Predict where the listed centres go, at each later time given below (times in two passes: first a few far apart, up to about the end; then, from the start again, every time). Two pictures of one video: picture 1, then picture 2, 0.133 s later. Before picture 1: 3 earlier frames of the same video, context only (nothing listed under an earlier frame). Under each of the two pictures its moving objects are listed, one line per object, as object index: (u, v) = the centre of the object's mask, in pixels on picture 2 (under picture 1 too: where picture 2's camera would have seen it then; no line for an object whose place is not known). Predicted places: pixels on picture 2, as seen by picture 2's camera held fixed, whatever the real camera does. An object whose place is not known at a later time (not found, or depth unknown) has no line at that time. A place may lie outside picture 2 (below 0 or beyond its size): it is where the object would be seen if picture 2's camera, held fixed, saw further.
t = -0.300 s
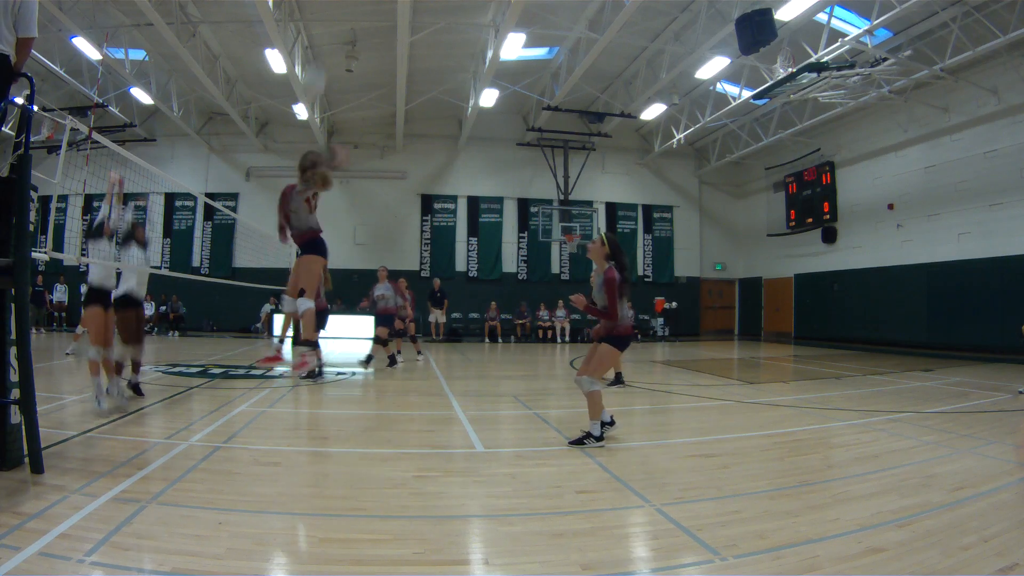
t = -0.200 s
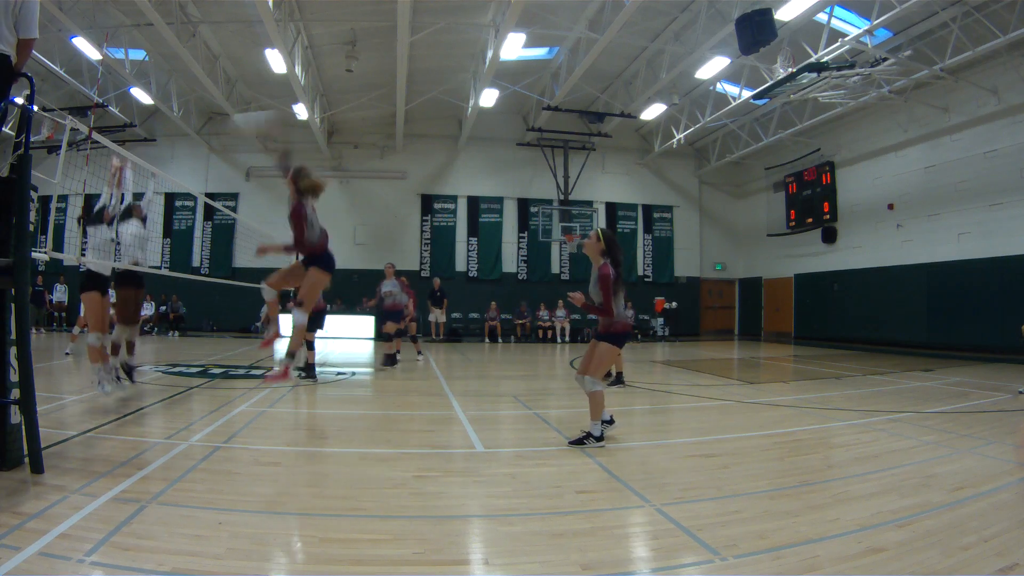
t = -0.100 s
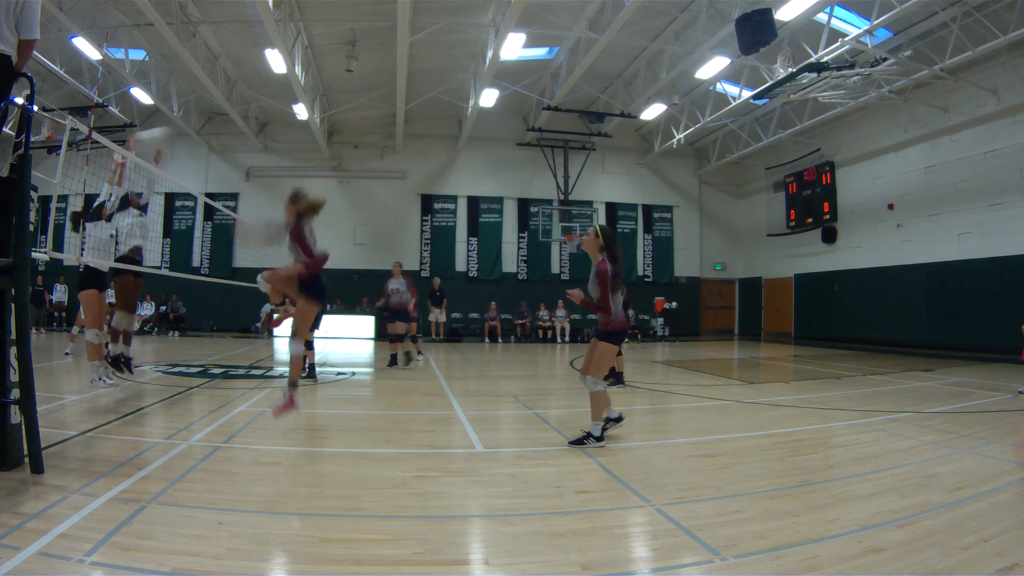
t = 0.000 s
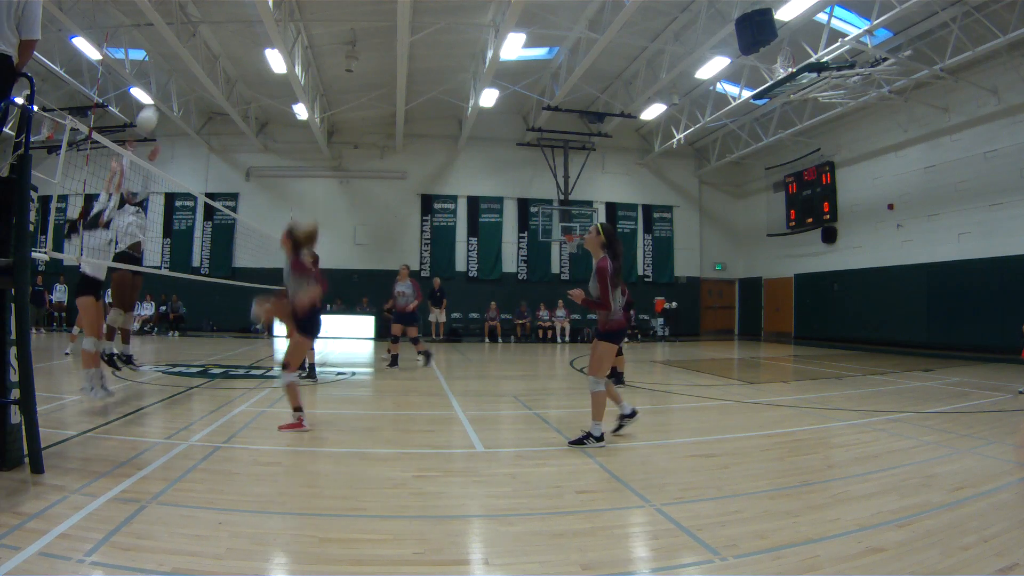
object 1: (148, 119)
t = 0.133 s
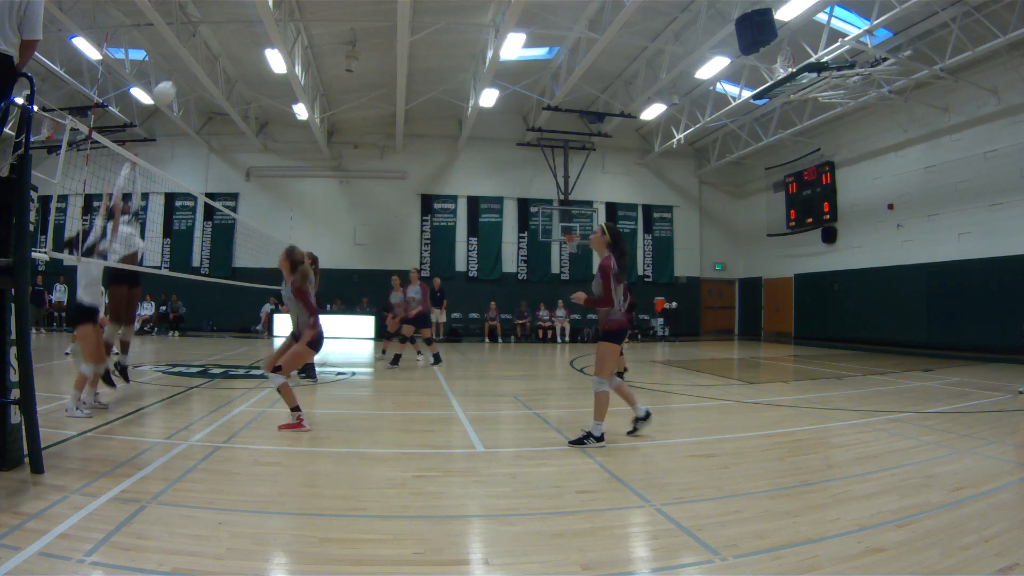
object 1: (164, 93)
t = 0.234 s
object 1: (176, 83)
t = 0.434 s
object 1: (198, 93)
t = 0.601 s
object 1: (214, 135)
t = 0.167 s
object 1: (169, 88)
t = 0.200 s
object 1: (173, 85)
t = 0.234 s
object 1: (176, 83)
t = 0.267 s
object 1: (180, 82)
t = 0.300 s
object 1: (183, 83)
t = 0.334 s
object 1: (187, 83)
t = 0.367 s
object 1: (191, 86)
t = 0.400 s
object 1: (194, 89)
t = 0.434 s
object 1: (198, 93)
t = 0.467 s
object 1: (201, 99)
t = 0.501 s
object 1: (204, 106)
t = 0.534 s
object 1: (207, 114)
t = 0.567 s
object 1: (210, 123)
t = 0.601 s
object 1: (214, 135)
